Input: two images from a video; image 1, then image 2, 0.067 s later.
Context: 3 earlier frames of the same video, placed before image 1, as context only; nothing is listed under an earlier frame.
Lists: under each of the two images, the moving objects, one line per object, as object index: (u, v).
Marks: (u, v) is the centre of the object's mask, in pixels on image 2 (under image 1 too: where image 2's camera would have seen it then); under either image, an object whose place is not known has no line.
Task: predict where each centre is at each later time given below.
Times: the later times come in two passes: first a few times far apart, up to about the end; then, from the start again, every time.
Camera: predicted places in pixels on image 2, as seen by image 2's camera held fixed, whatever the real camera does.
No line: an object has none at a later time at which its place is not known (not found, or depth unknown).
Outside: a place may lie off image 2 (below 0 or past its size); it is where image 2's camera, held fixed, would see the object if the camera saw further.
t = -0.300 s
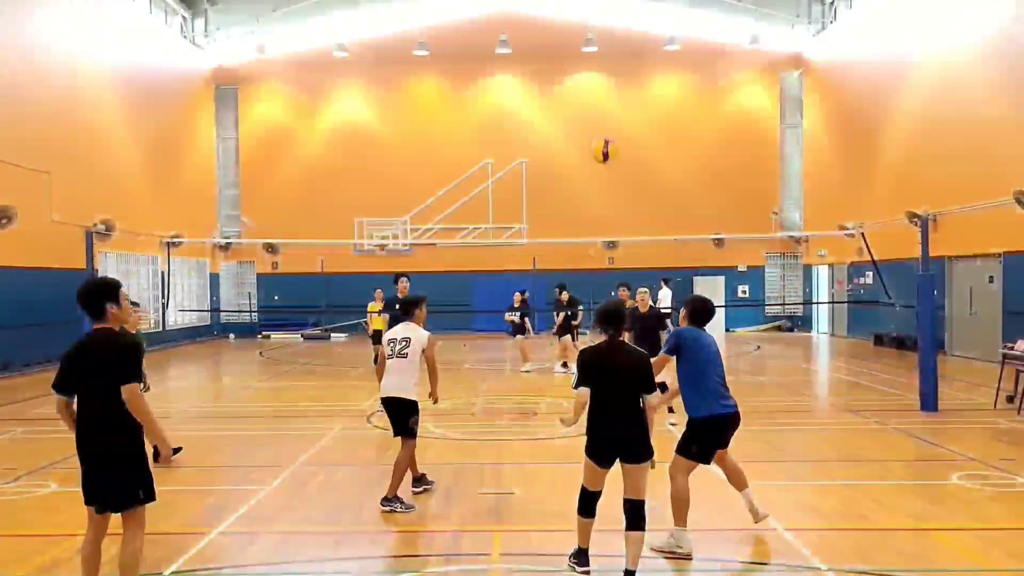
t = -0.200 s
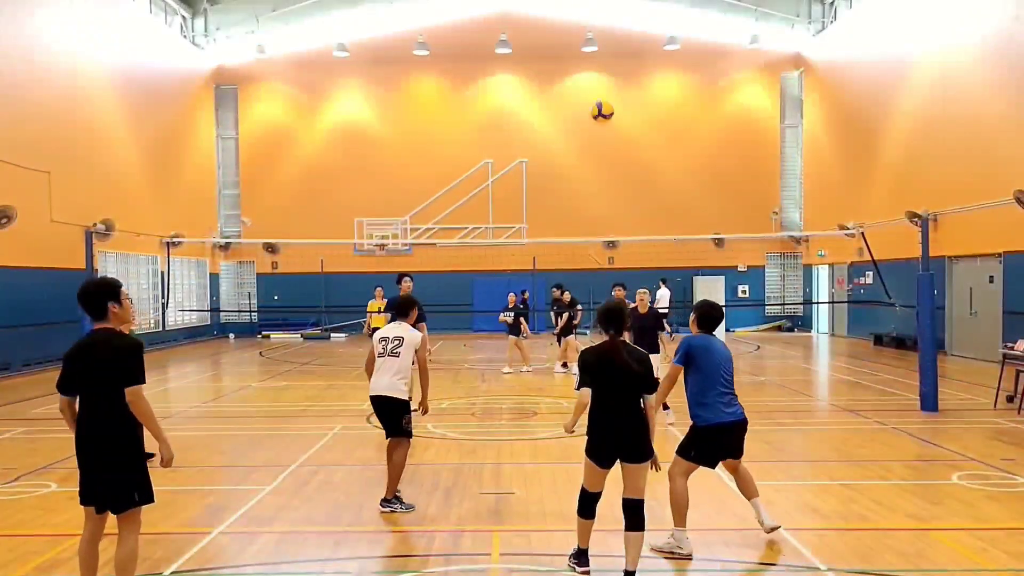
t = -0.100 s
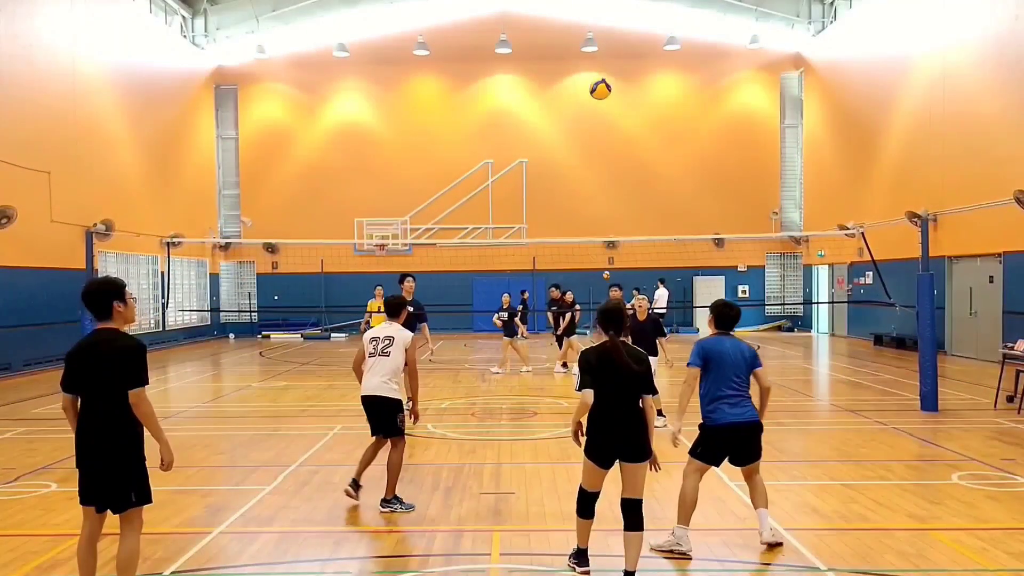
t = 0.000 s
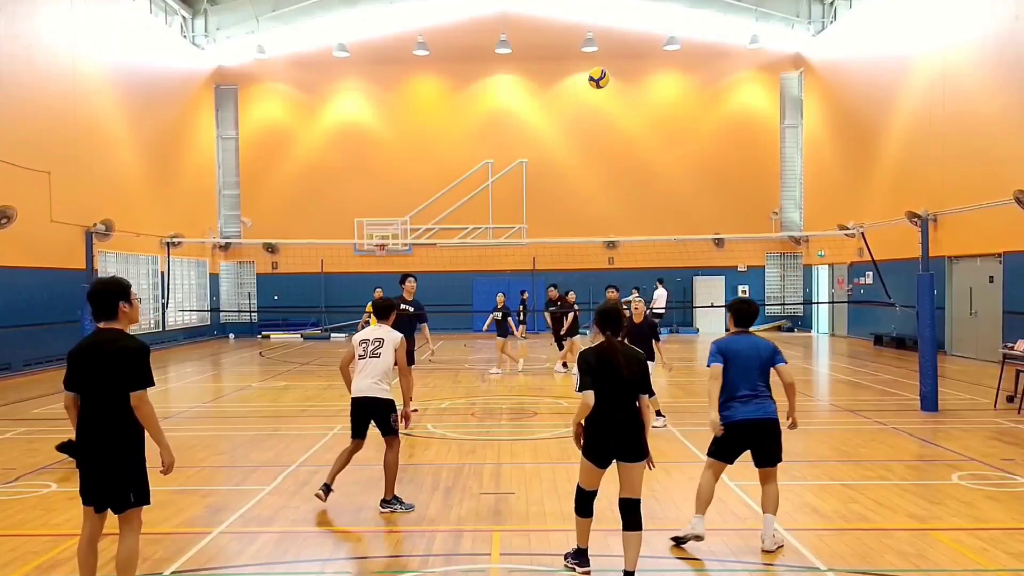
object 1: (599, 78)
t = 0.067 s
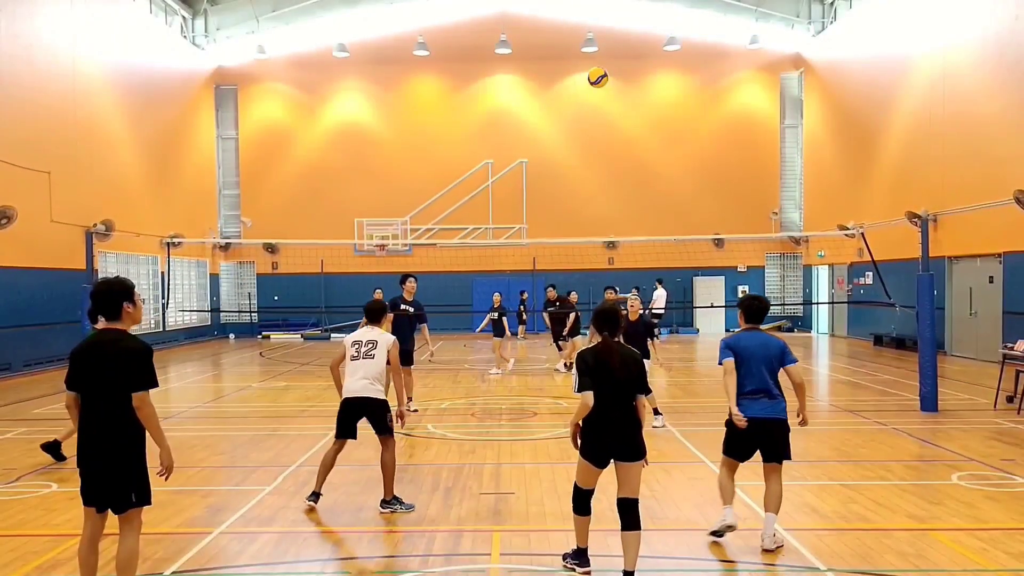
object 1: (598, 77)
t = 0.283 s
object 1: (596, 101)
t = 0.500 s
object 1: (594, 162)
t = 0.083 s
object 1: (598, 78)
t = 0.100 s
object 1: (597, 78)
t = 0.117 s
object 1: (597, 79)
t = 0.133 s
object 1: (597, 80)
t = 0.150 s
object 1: (597, 82)
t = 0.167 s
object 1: (597, 83)
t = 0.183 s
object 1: (596, 85)
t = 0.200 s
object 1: (596, 88)
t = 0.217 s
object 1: (596, 90)
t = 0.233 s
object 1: (596, 92)
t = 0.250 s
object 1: (596, 95)
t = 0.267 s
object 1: (596, 98)
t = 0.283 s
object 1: (596, 101)
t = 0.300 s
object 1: (595, 105)
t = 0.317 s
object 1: (595, 108)
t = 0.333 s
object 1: (595, 112)
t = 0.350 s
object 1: (595, 116)
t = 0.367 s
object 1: (595, 120)
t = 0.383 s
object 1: (595, 125)
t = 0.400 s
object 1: (595, 129)
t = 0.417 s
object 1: (594, 134)
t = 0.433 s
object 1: (595, 139)
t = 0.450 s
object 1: (595, 144)
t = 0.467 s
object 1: (594, 150)
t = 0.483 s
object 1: (594, 155)
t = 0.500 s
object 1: (594, 162)
